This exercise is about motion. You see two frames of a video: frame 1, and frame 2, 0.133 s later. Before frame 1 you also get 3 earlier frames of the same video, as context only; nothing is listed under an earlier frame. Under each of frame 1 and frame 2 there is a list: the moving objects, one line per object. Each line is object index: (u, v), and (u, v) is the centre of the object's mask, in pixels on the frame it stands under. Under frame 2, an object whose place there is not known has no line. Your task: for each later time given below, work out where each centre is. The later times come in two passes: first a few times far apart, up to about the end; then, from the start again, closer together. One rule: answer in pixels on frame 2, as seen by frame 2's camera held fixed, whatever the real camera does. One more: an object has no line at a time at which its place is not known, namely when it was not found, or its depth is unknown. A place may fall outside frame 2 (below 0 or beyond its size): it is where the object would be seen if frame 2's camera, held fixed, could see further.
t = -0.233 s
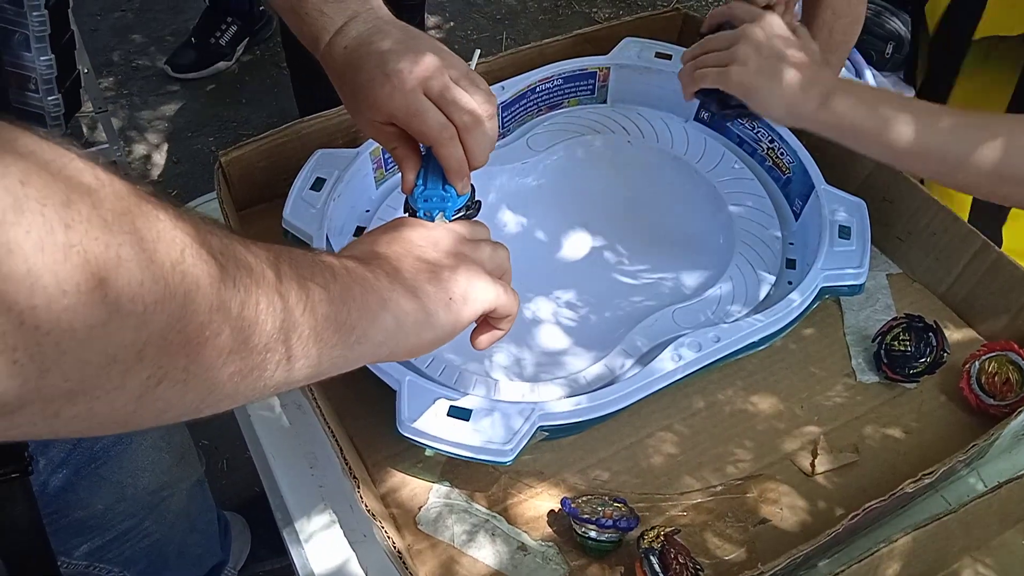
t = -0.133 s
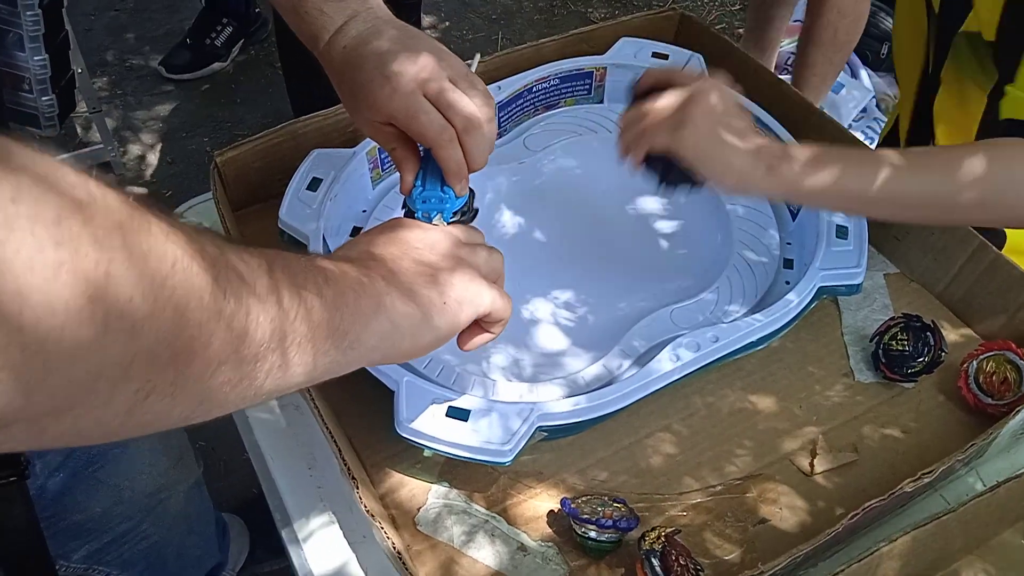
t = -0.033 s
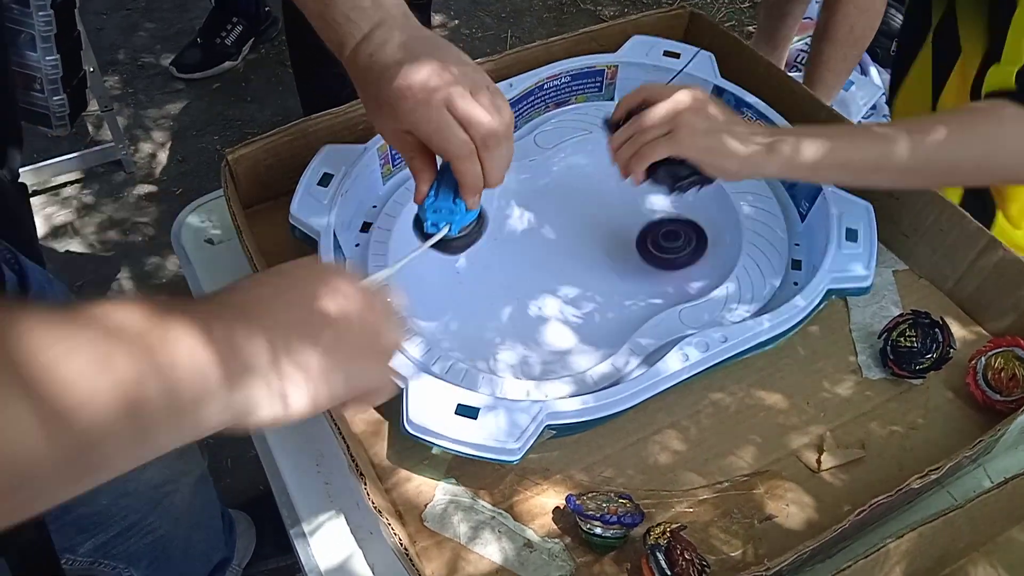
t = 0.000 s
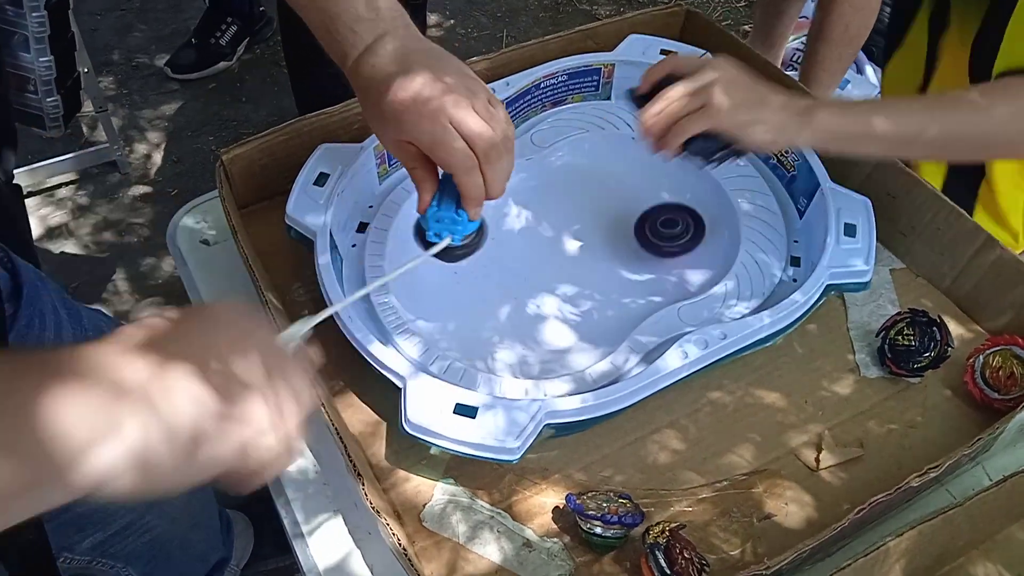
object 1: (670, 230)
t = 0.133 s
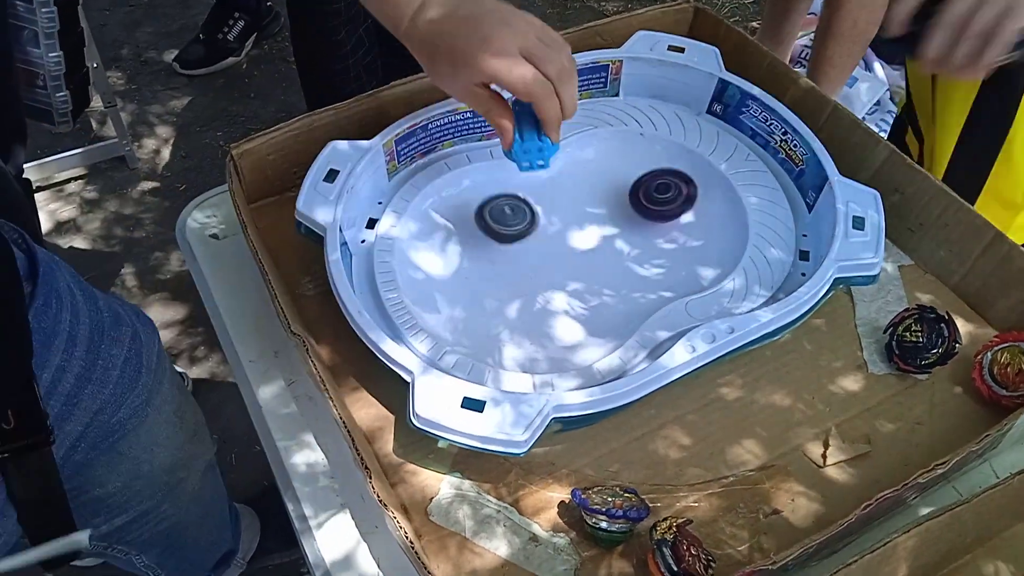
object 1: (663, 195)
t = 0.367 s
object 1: (664, 201)
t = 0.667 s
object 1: (645, 191)
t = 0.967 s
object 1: (604, 129)
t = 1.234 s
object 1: (393, 207)
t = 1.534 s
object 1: (574, 310)
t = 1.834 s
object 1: (456, 283)
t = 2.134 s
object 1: (499, 151)
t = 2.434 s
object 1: (636, 233)
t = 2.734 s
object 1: (624, 265)
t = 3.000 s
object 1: (577, 241)
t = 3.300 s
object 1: (636, 185)
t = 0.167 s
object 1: (657, 194)
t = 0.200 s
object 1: (655, 193)
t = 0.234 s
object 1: (655, 193)
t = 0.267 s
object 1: (656, 194)
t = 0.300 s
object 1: (659, 194)
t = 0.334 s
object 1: (661, 197)
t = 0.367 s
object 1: (664, 201)
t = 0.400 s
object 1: (668, 205)
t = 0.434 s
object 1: (670, 208)
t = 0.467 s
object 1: (668, 209)
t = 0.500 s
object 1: (662, 208)
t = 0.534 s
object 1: (655, 205)
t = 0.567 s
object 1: (650, 200)
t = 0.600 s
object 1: (646, 195)
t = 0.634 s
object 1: (644, 192)
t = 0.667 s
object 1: (645, 191)
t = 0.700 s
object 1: (649, 190)
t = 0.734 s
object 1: (654, 191)
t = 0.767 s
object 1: (651, 180)
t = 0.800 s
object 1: (642, 155)
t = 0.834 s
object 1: (633, 135)
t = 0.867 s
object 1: (626, 124)
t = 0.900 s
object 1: (617, 121)
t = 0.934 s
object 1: (610, 122)
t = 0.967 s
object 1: (604, 129)
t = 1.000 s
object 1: (597, 147)
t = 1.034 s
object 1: (573, 150)
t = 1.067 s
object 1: (540, 139)
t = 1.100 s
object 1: (504, 138)
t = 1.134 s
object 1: (466, 147)
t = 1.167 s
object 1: (425, 167)
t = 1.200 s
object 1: (390, 187)
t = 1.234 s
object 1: (393, 207)
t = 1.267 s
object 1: (401, 228)
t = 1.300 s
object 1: (411, 255)
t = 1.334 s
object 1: (421, 276)
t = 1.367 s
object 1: (437, 295)
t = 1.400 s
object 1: (463, 312)
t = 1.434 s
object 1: (494, 324)
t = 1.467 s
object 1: (526, 326)
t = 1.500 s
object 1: (553, 320)
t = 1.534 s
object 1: (574, 310)
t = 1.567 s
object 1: (584, 308)
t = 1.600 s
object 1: (582, 316)
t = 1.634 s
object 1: (574, 325)
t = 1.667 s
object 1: (558, 331)
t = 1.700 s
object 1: (537, 331)
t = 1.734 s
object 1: (513, 328)
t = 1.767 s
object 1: (490, 317)
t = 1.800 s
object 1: (470, 301)
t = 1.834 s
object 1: (456, 283)
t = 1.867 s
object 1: (448, 262)
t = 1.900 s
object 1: (448, 241)
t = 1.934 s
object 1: (446, 219)
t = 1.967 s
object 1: (438, 194)
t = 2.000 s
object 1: (442, 173)
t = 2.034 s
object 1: (453, 162)
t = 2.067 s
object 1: (466, 155)
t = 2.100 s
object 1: (481, 150)
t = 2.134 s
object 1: (499, 151)
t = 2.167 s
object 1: (518, 157)
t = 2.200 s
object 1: (536, 173)
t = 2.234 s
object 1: (556, 181)
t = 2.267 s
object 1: (577, 193)
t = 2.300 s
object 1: (595, 203)
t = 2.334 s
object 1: (609, 213)
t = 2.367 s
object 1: (620, 224)
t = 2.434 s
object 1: (636, 233)
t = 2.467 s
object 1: (646, 231)
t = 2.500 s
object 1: (653, 230)
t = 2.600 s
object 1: (658, 238)
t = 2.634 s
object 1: (654, 244)
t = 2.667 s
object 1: (647, 250)
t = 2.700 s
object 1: (637, 258)
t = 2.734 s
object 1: (624, 265)
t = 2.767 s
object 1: (609, 273)
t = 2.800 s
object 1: (593, 282)
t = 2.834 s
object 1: (578, 290)
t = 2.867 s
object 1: (578, 277)
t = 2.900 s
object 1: (577, 267)
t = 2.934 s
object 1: (574, 258)
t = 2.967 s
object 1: (574, 250)
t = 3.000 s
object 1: (577, 241)
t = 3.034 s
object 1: (581, 233)
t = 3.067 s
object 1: (588, 225)
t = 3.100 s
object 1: (595, 218)
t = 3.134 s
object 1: (602, 211)
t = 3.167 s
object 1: (610, 205)
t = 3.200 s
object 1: (616, 200)
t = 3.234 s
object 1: (623, 194)
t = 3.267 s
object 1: (629, 189)
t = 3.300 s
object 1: (636, 185)
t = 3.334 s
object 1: (642, 182)
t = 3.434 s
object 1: (665, 181)
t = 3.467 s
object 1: (671, 186)
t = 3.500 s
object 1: (676, 192)
